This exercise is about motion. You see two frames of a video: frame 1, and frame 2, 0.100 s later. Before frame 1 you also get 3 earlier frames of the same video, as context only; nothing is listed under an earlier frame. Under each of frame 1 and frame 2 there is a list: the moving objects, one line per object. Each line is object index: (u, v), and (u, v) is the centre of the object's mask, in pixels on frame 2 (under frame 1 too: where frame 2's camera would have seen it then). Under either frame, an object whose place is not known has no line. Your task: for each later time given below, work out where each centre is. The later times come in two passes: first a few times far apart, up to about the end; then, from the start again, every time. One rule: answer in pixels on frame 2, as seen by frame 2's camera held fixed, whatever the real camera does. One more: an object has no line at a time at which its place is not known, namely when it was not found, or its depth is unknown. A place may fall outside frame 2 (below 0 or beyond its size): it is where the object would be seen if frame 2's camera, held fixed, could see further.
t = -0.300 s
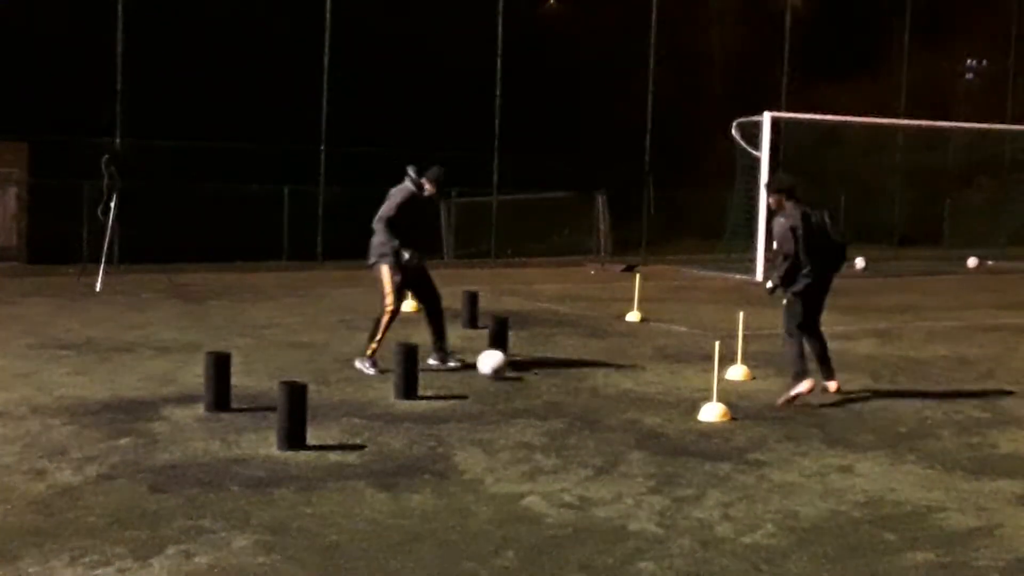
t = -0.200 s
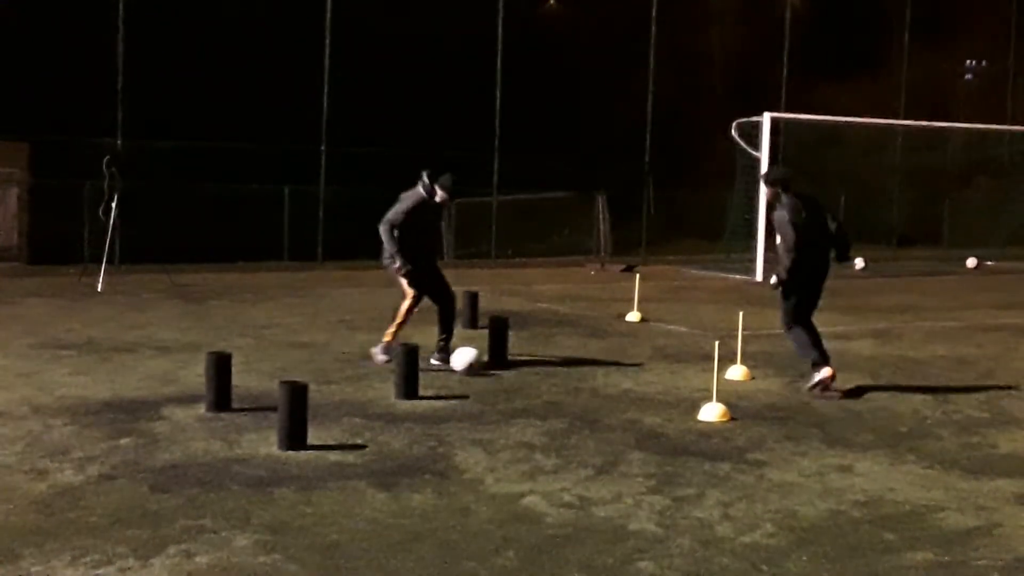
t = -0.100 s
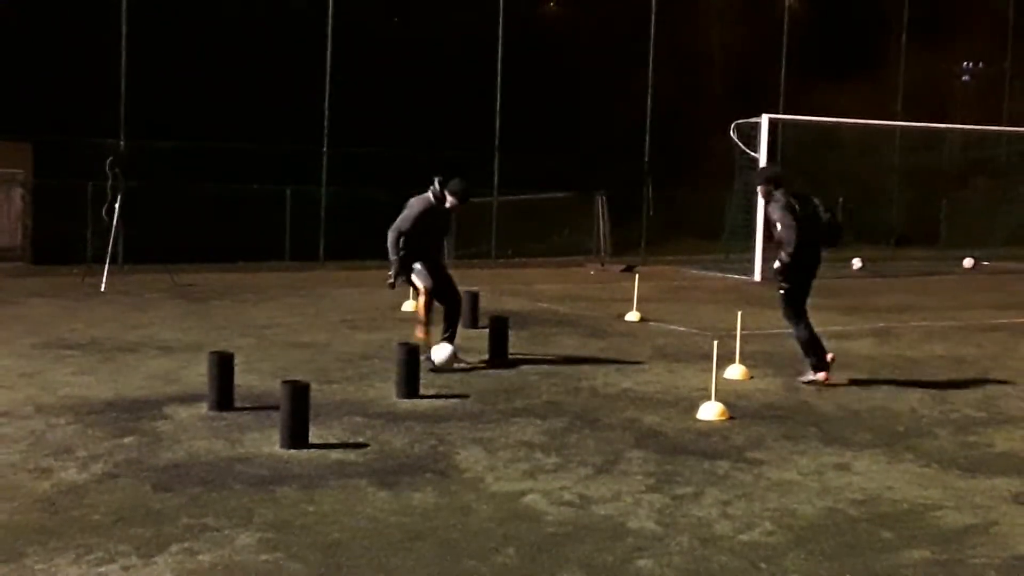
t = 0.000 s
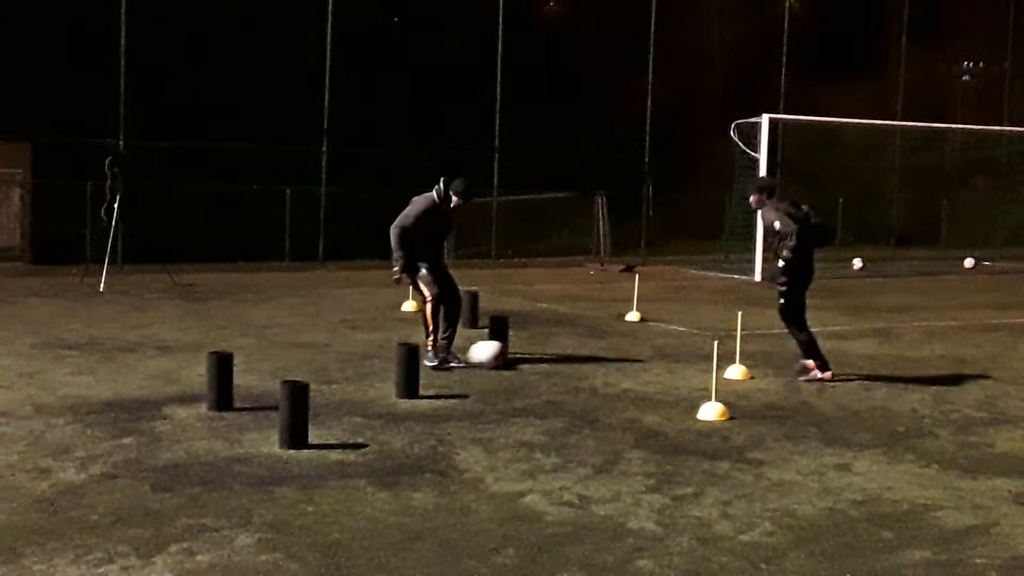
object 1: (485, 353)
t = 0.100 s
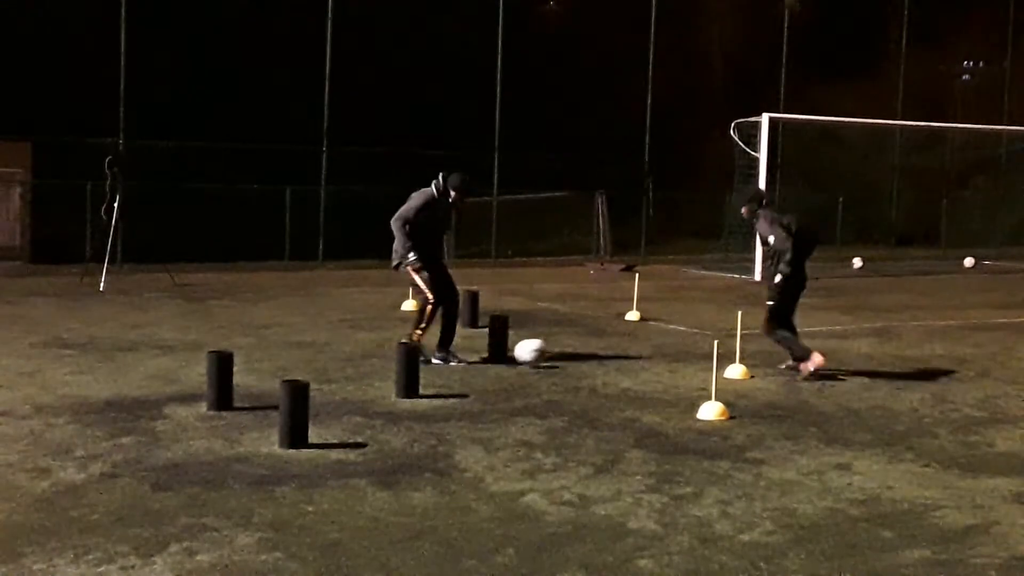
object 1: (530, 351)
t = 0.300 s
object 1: (598, 351)
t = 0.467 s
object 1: (643, 348)
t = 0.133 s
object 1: (542, 350)
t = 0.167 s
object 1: (555, 351)
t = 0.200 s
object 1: (566, 350)
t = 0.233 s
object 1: (578, 350)
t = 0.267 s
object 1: (589, 350)
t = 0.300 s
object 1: (598, 351)
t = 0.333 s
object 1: (607, 349)
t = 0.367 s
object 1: (617, 349)
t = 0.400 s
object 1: (626, 349)
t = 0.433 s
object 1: (634, 349)
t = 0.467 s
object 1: (643, 348)
